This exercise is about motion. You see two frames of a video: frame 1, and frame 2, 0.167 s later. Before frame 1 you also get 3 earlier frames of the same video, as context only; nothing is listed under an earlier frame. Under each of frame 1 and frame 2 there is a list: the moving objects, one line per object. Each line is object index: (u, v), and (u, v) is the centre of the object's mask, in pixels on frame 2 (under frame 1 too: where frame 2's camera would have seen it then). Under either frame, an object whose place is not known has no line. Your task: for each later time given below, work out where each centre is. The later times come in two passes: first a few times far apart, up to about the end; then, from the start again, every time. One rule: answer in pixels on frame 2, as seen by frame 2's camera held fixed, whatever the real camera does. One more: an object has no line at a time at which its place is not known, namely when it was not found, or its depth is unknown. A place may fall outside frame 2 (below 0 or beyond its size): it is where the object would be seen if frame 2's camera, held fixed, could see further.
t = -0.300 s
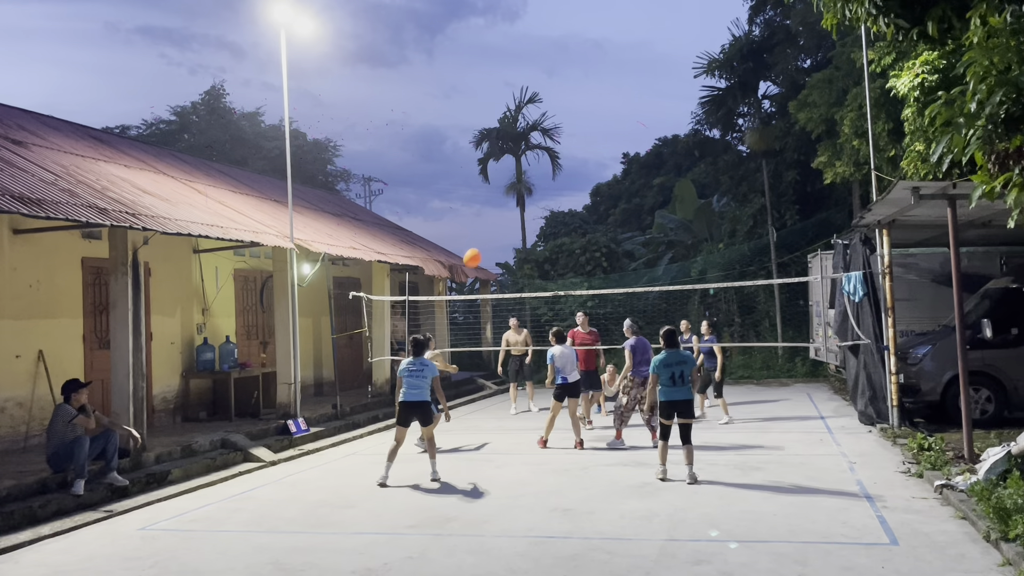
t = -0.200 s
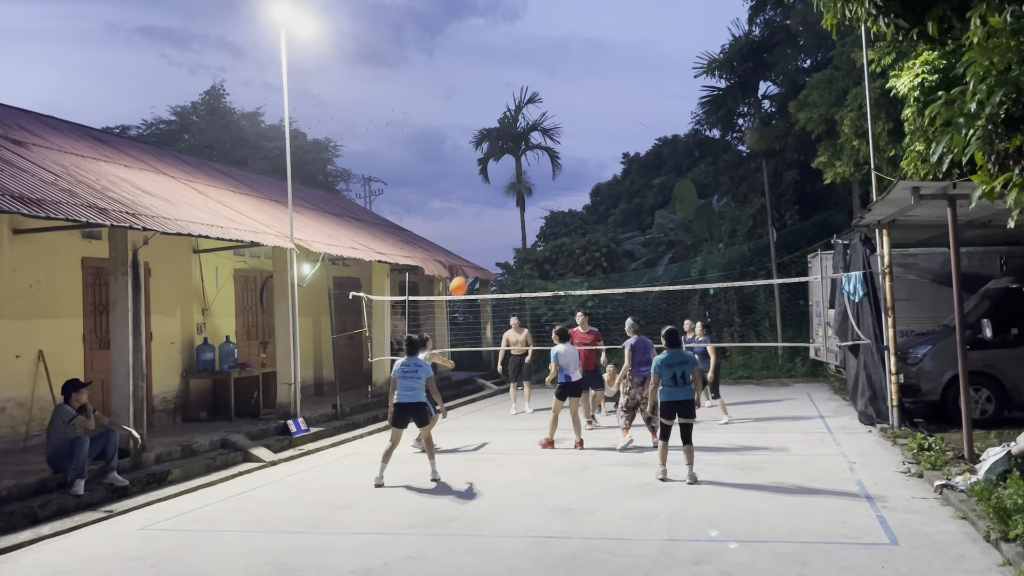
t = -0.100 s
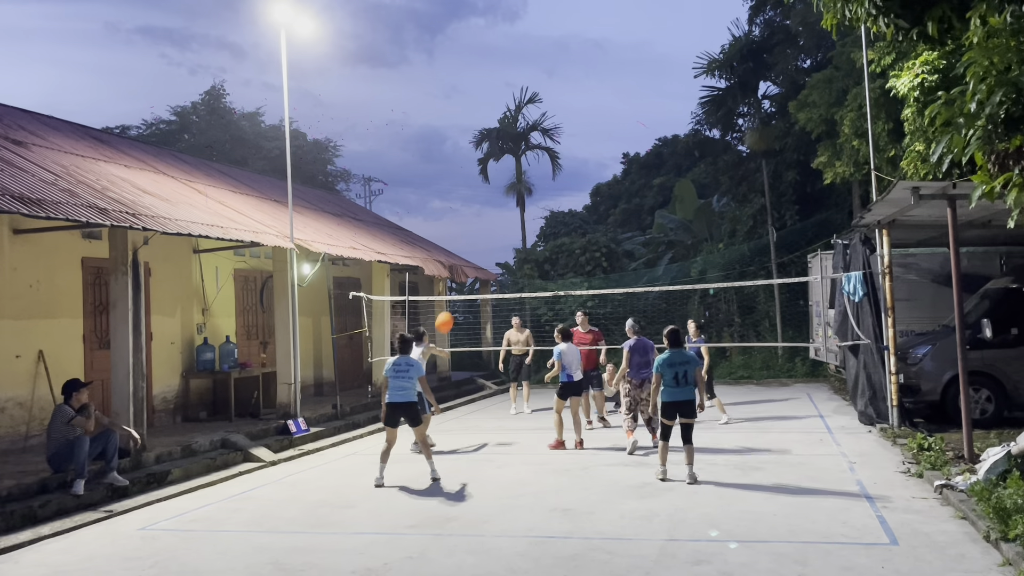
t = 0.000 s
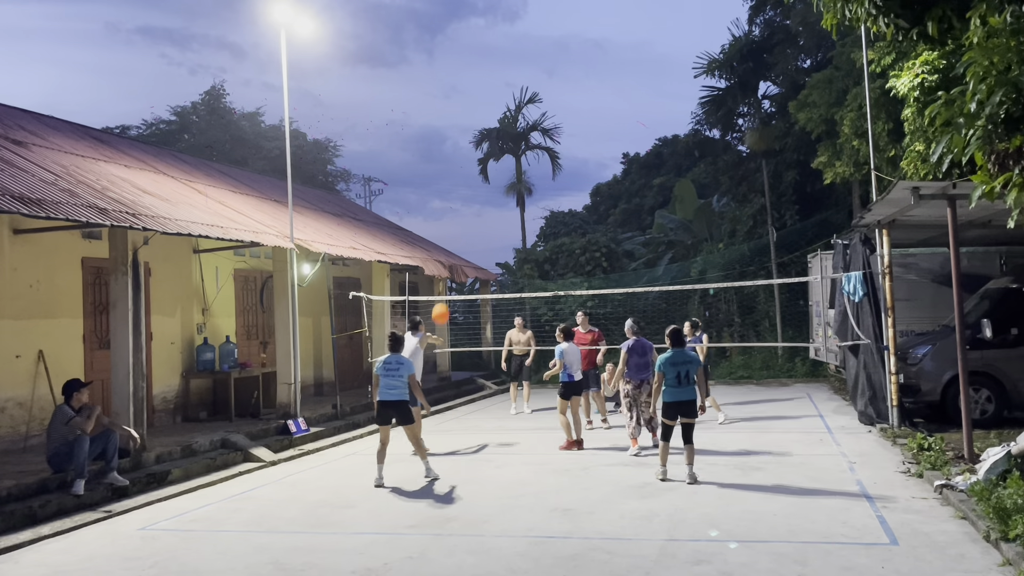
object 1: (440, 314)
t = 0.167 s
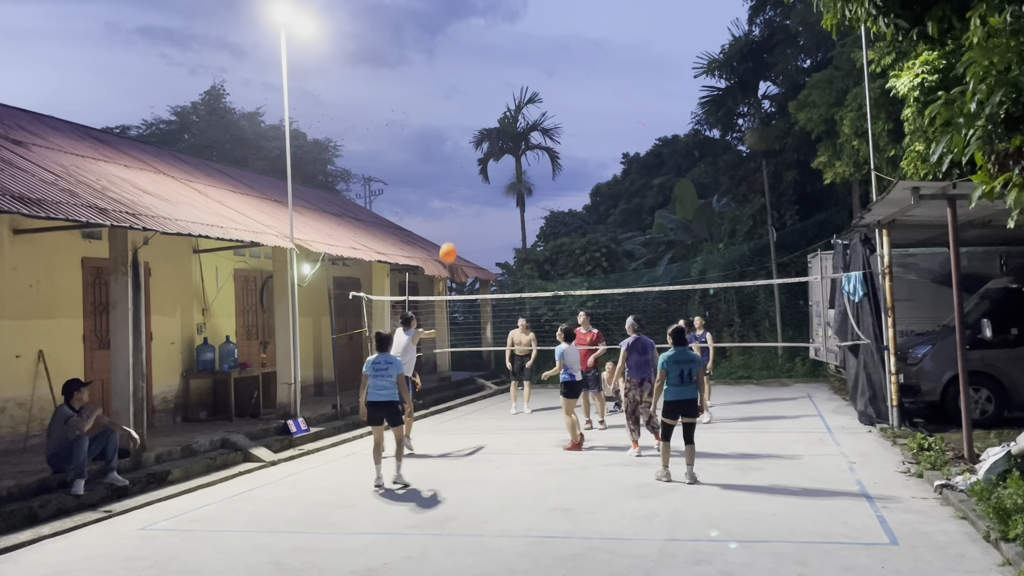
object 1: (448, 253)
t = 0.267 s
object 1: (453, 226)
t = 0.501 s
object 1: (466, 192)
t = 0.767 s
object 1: (482, 198)
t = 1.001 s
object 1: (497, 244)
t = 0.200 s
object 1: (450, 243)
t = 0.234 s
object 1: (452, 234)
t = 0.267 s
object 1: (453, 226)
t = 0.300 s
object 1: (455, 219)
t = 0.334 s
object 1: (457, 212)
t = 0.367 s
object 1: (459, 206)
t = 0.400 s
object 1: (461, 202)
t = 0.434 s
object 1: (463, 198)
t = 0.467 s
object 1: (464, 194)
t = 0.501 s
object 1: (466, 192)
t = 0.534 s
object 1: (468, 190)
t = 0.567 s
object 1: (470, 189)
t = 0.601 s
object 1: (472, 189)
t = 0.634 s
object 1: (474, 189)
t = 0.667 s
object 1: (476, 190)
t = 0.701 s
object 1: (478, 192)
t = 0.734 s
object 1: (480, 195)
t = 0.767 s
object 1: (482, 198)
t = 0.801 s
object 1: (484, 203)
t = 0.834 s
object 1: (486, 208)
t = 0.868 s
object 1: (489, 213)
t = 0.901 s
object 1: (491, 220)
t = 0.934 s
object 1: (493, 227)
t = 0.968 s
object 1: (495, 235)
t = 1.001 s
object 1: (497, 244)
